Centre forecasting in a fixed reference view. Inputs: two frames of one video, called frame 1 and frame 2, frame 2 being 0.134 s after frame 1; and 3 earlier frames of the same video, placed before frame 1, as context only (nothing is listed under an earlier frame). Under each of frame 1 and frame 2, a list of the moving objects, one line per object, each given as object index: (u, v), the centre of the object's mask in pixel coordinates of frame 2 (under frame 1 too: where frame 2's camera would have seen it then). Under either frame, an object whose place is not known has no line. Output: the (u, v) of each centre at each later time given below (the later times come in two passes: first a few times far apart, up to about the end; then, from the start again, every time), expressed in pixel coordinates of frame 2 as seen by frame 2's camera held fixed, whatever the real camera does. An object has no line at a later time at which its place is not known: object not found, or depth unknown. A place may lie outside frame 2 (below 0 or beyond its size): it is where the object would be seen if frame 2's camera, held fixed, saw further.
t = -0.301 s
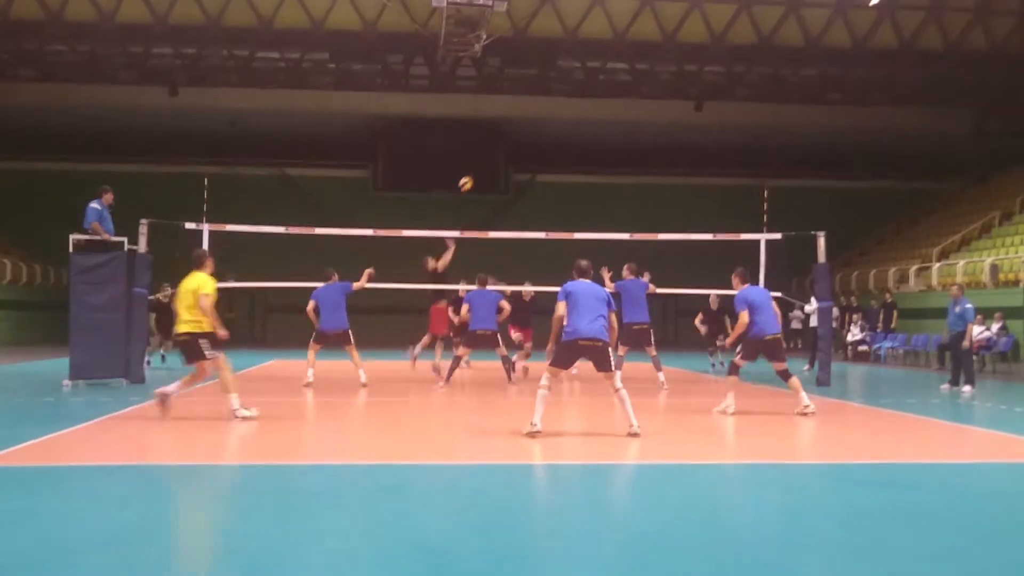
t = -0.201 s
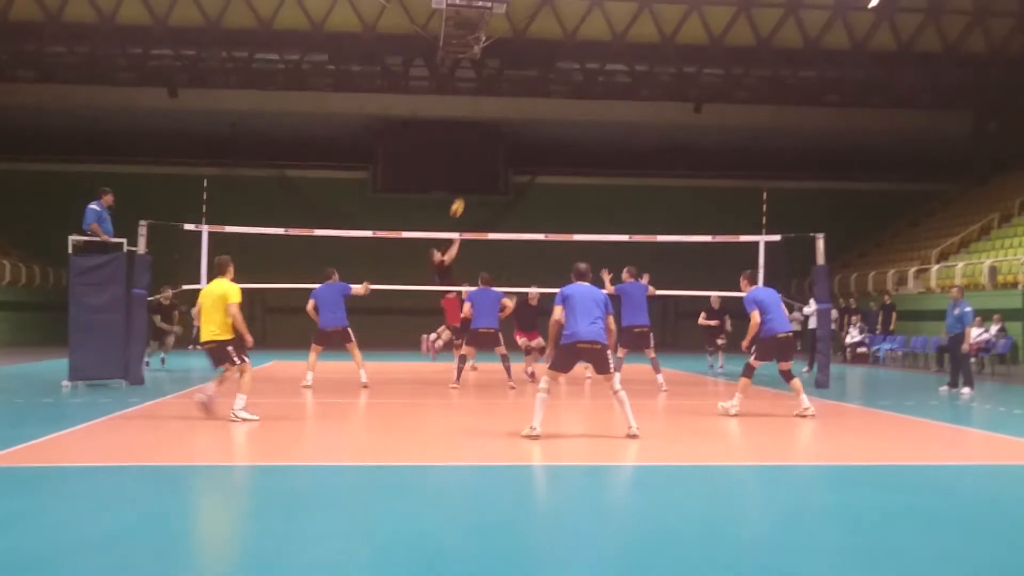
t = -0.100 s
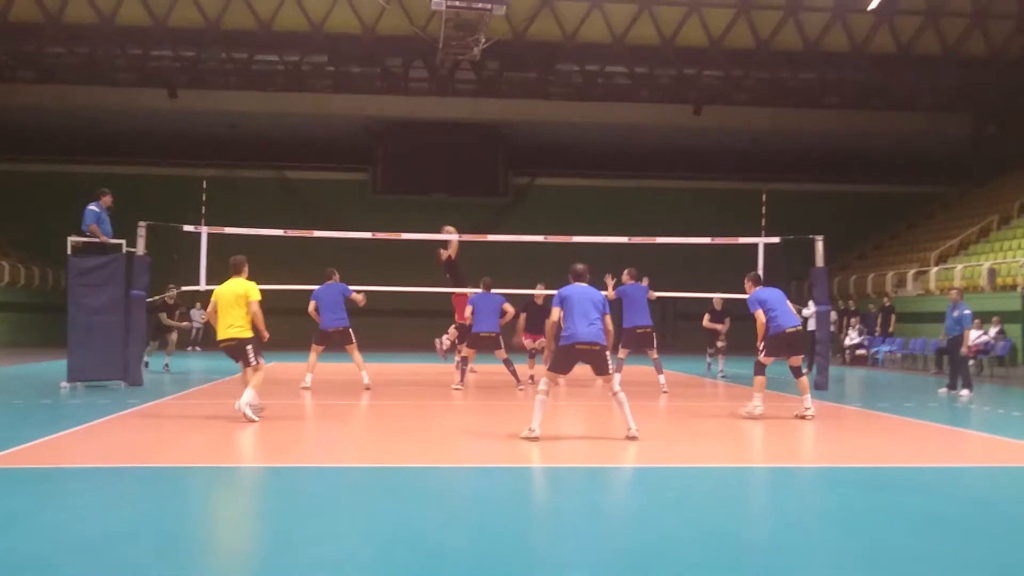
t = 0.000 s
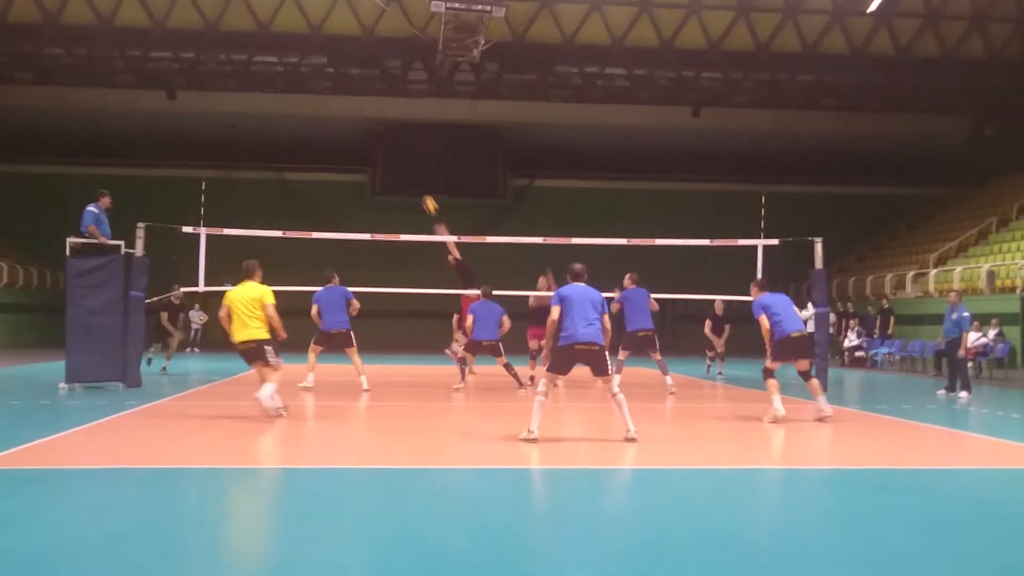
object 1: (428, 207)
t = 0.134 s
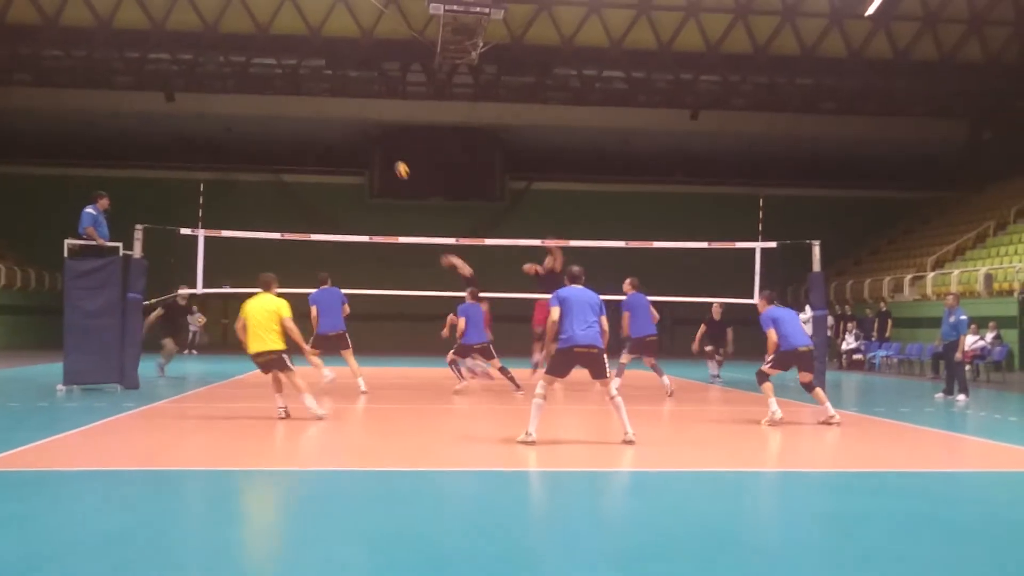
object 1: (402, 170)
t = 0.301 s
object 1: (371, 140)
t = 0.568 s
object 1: (323, 125)
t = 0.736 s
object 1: (294, 137)
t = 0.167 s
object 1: (396, 163)
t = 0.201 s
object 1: (389, 155)
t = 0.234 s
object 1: (383, 150)
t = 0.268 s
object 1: (377, 145)
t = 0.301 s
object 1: (371, 140)
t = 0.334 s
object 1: (365, 136)
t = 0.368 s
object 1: (359, 132)
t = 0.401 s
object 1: (353, 130)
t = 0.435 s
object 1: (347, 127)
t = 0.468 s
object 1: (341, 126)
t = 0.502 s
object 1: (335, 125)
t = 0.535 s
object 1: (329, 125)
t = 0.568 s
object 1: (323, 125)
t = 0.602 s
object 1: (317, 126)
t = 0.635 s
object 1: (311, 128)
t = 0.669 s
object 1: (306, 130)
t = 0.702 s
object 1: (300, 133)
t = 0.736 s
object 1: (294, 137)
